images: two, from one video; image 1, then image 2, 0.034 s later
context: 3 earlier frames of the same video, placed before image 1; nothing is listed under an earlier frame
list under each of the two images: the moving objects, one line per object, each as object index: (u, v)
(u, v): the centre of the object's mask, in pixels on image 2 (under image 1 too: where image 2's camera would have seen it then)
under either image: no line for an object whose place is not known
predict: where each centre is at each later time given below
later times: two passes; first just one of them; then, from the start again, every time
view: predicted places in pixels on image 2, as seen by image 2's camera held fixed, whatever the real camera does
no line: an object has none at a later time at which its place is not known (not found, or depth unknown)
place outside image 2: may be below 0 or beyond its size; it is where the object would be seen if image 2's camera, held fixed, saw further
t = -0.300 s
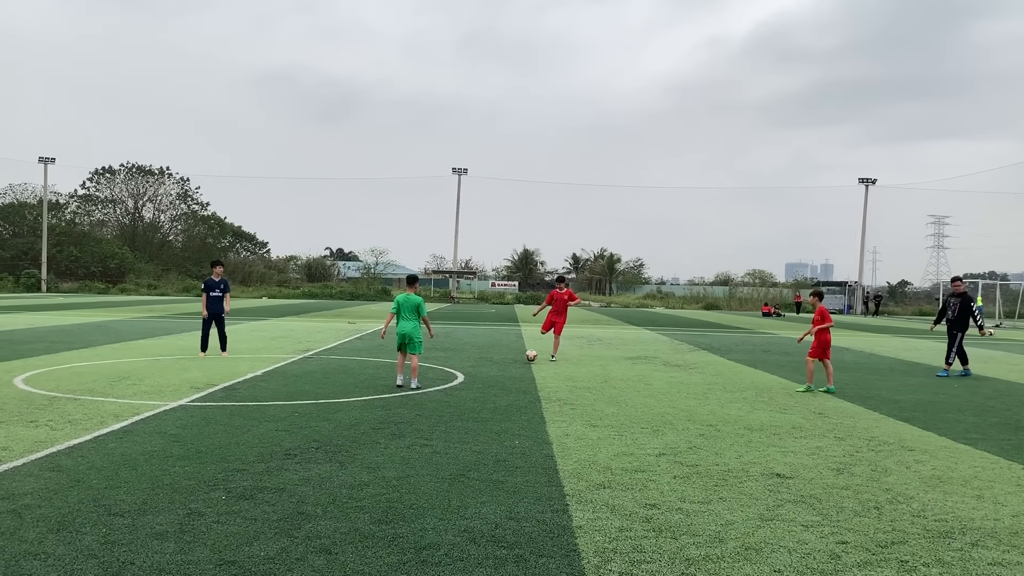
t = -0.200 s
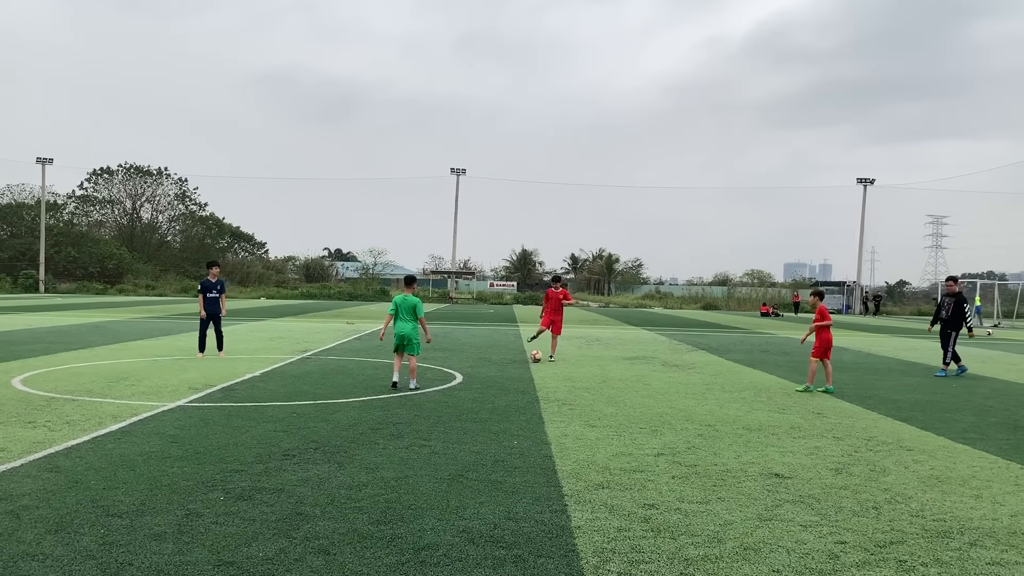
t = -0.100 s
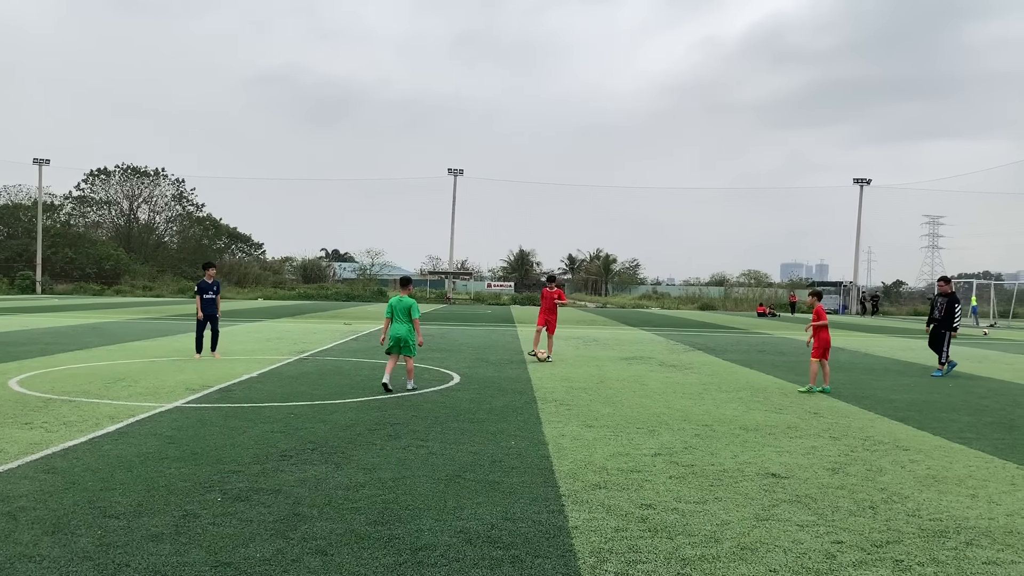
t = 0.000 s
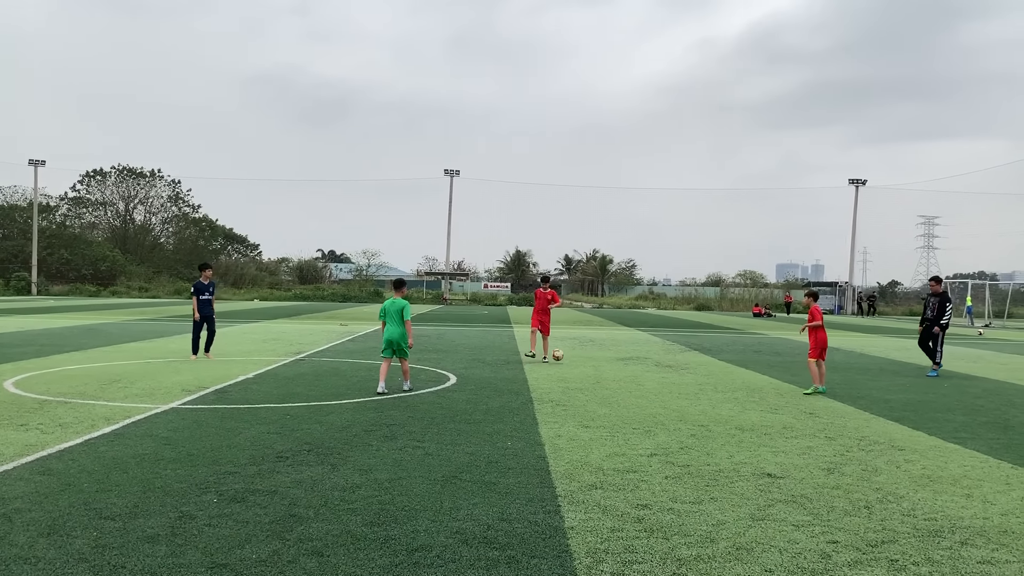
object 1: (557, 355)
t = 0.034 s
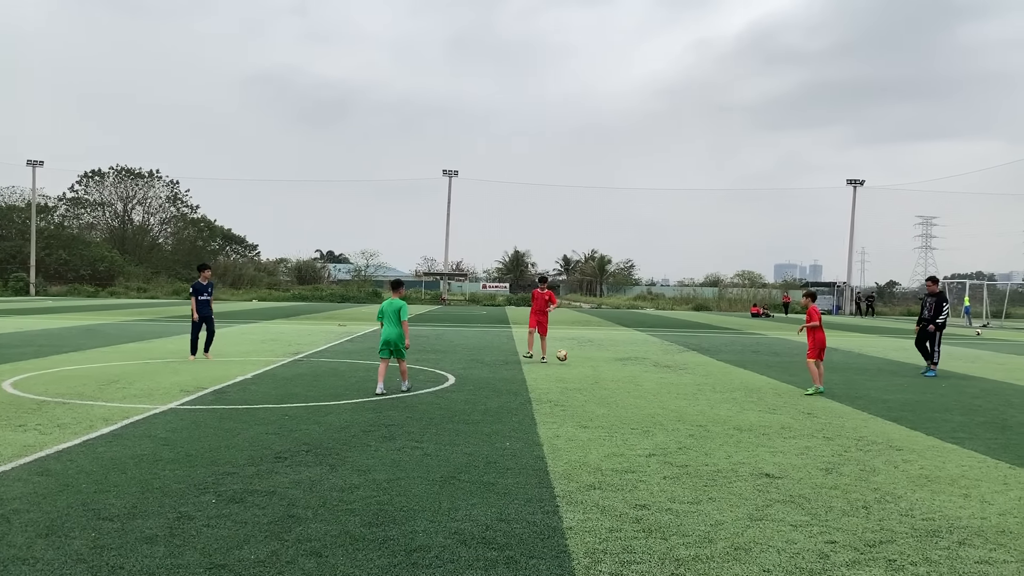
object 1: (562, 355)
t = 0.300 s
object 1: (605, 361)
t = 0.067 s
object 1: (568, 356)
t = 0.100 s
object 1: (574, 357)
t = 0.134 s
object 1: (579, 359)
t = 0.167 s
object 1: (585, 360)
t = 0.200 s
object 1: (590, 359)
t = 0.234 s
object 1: (595, 359)
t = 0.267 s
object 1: (600, 360)
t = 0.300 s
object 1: (605, 361)
